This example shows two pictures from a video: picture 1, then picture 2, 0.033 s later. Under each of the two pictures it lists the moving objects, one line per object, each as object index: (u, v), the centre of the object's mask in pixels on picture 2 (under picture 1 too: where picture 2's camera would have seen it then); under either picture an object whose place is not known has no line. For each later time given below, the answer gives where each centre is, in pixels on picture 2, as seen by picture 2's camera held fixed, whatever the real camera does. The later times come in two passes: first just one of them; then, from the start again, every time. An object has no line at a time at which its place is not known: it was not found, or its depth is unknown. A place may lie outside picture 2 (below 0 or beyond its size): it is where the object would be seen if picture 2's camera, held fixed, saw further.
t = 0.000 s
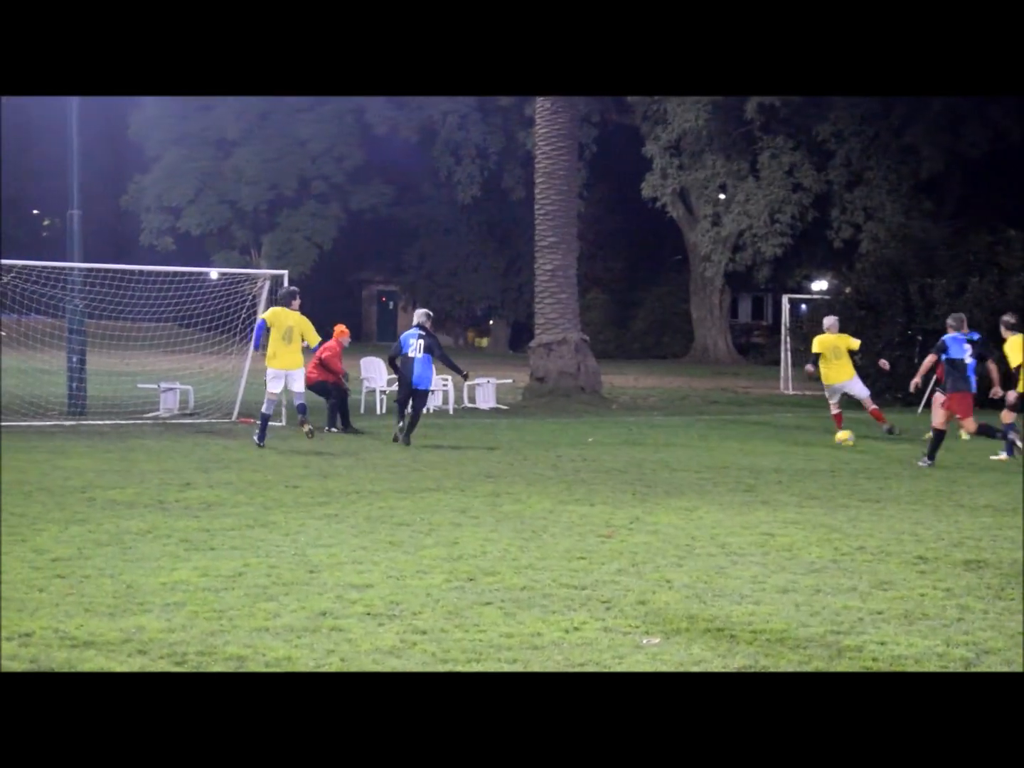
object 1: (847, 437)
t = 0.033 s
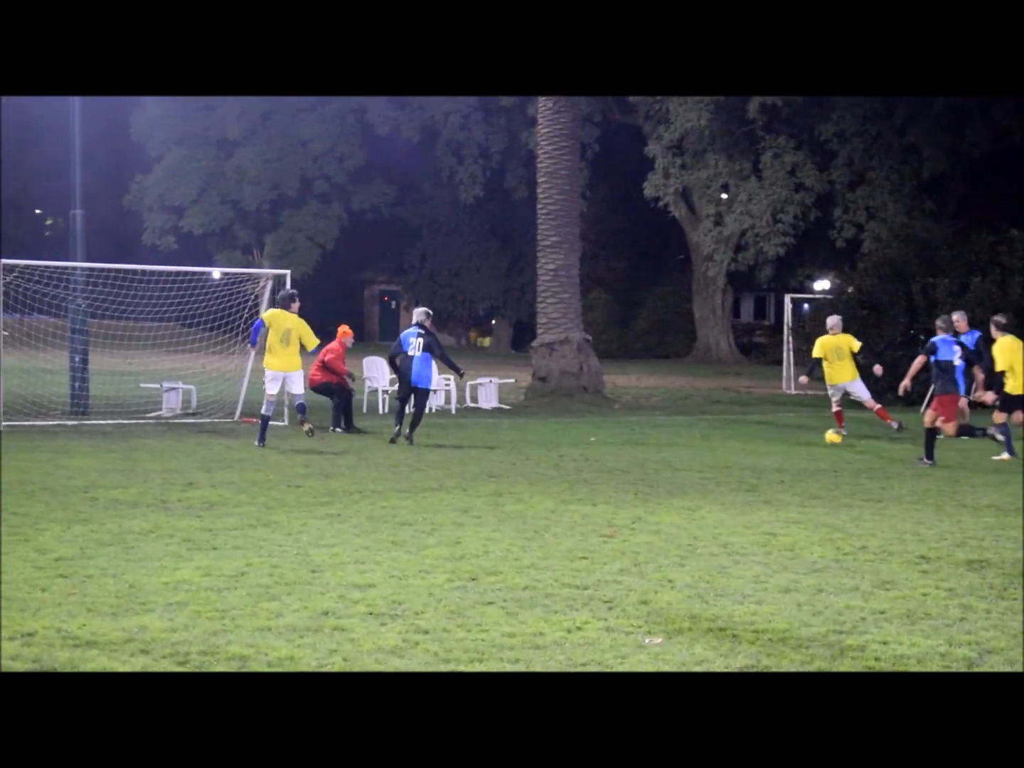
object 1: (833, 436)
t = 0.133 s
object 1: (797, 435)
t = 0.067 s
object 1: (822, 435)
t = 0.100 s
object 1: (809, 435)
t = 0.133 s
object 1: (797, 435)
